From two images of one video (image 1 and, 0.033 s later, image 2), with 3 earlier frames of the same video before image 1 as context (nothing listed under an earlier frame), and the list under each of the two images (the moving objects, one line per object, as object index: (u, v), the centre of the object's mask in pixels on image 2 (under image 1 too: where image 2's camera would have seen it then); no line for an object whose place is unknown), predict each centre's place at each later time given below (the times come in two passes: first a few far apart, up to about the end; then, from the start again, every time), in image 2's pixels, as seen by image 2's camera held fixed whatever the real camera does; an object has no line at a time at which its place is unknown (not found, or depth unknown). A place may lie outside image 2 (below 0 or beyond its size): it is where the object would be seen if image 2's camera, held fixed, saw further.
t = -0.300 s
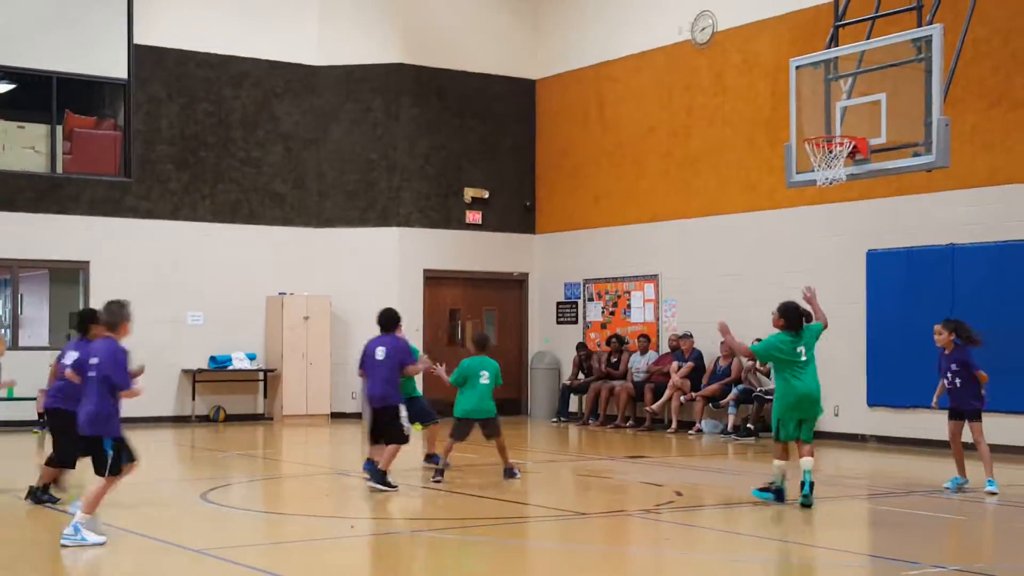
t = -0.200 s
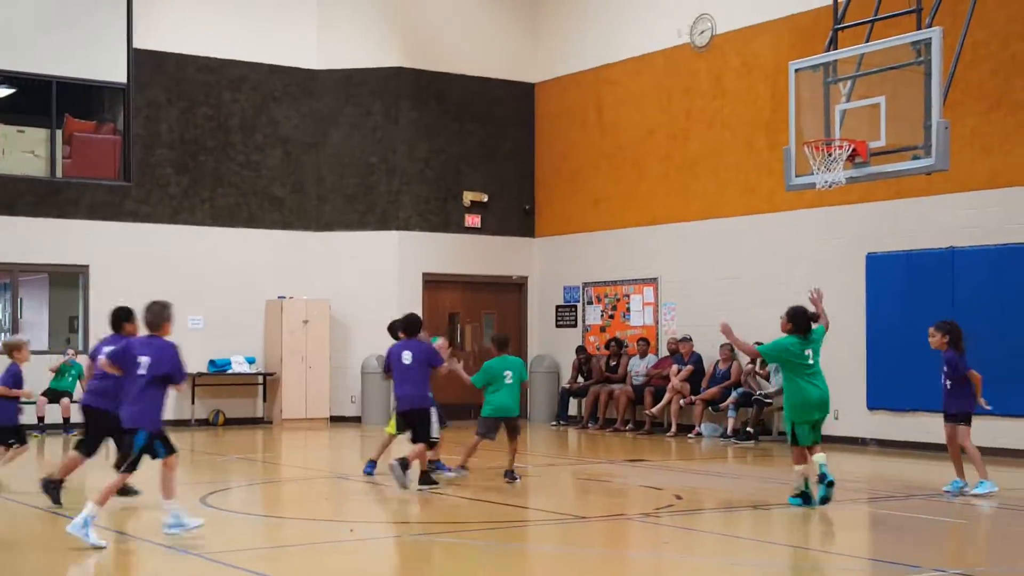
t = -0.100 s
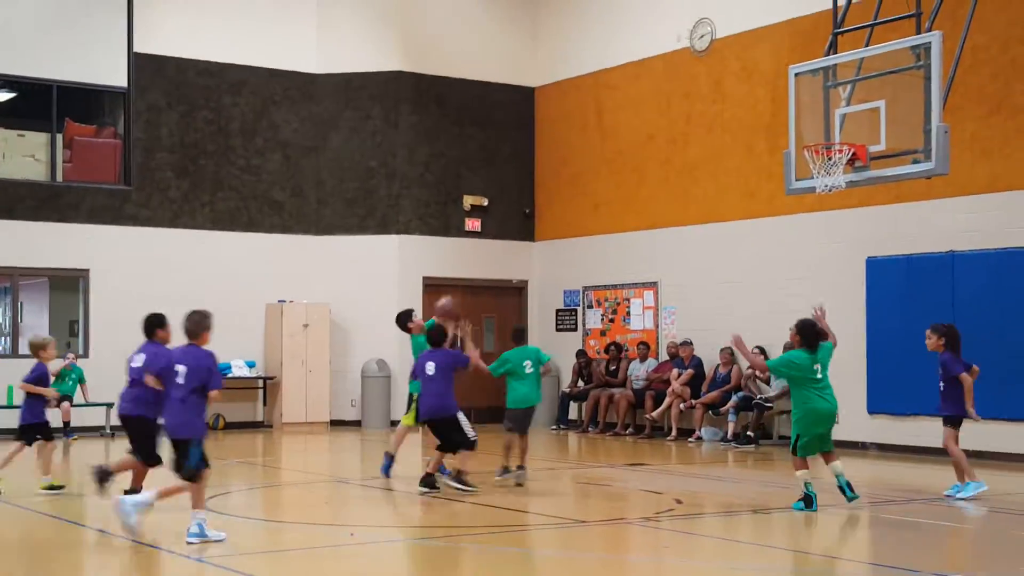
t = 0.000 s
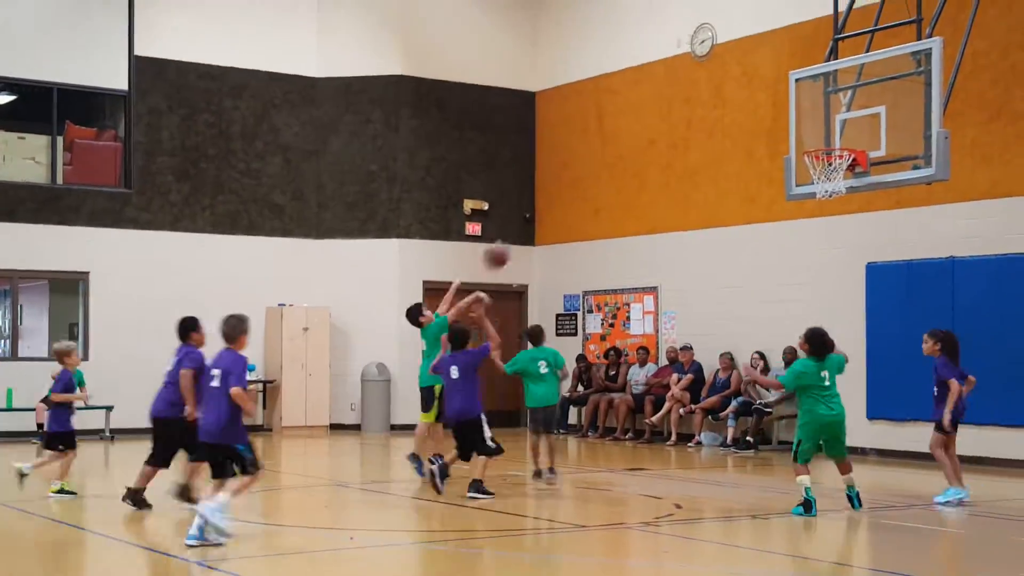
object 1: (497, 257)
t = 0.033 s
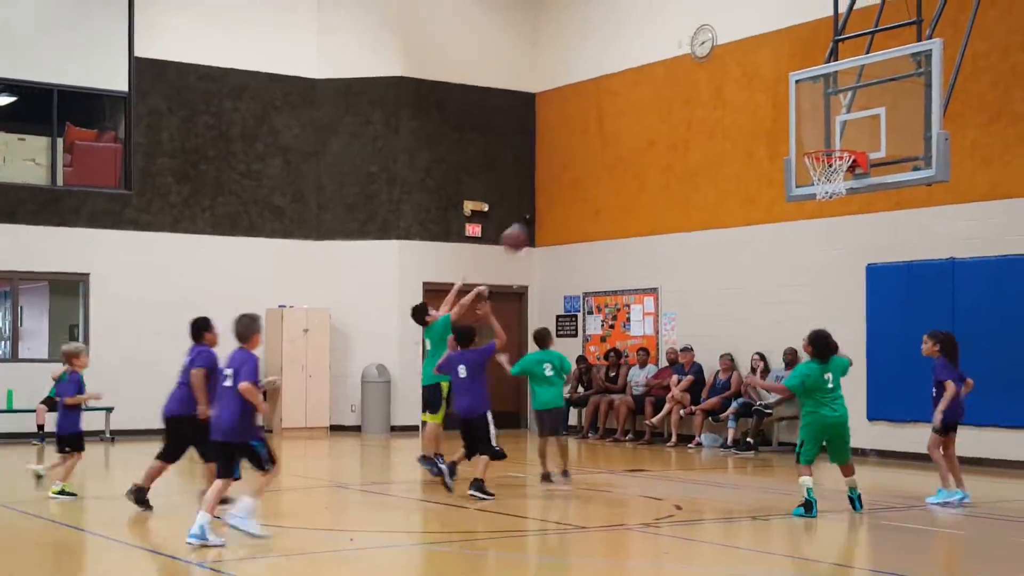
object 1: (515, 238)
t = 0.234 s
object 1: (622, 153)
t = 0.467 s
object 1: (746, 109)
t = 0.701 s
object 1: (864, 121)
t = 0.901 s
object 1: (841, 159)
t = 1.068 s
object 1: (818, 221)
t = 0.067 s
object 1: (532, 221)
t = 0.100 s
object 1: (551, 205)
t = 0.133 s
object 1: (569, 190)
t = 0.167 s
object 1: (586, 177)
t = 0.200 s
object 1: (604, 164)
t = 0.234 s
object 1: (622, 153)
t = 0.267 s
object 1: (640, 144)
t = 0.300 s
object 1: (658, 135)
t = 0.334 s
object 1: (675, 127)
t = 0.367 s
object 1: (693, 121)
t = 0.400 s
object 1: (711, 116)
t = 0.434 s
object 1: (728, 112)
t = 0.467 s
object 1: (746, 109)
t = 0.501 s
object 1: (763, 108)
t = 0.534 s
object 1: (780, 107)
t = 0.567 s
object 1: (797, 109)
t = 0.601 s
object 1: (813, 109)
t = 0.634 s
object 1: (830, 112)
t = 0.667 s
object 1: (848, 117)
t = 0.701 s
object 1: (864, 121)
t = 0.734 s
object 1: (865, 126)
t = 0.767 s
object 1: (860, 131)
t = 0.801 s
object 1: (854, 138)
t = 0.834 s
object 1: (850, 144)
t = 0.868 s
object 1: (846, 151)
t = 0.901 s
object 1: (841, 159)
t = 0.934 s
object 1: (837, 168)
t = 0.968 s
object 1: (832, 179)
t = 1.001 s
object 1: (827, 192)
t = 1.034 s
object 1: (822, 208)
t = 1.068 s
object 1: (818, 221)
